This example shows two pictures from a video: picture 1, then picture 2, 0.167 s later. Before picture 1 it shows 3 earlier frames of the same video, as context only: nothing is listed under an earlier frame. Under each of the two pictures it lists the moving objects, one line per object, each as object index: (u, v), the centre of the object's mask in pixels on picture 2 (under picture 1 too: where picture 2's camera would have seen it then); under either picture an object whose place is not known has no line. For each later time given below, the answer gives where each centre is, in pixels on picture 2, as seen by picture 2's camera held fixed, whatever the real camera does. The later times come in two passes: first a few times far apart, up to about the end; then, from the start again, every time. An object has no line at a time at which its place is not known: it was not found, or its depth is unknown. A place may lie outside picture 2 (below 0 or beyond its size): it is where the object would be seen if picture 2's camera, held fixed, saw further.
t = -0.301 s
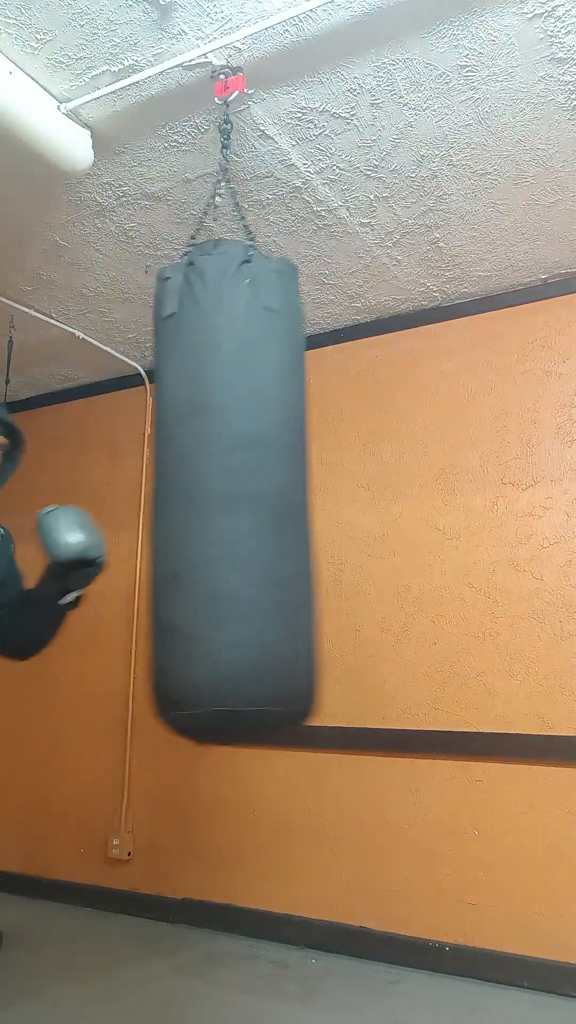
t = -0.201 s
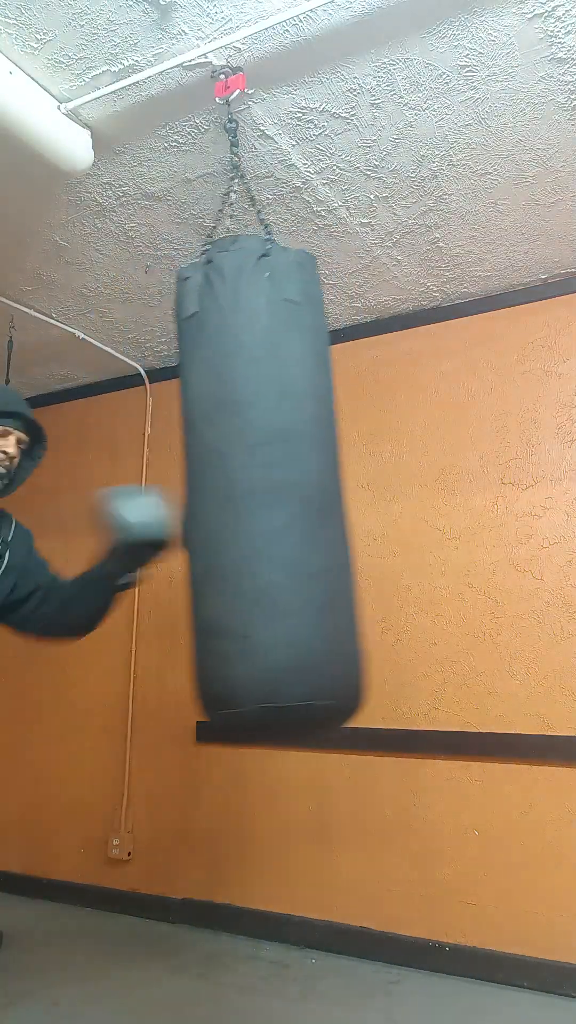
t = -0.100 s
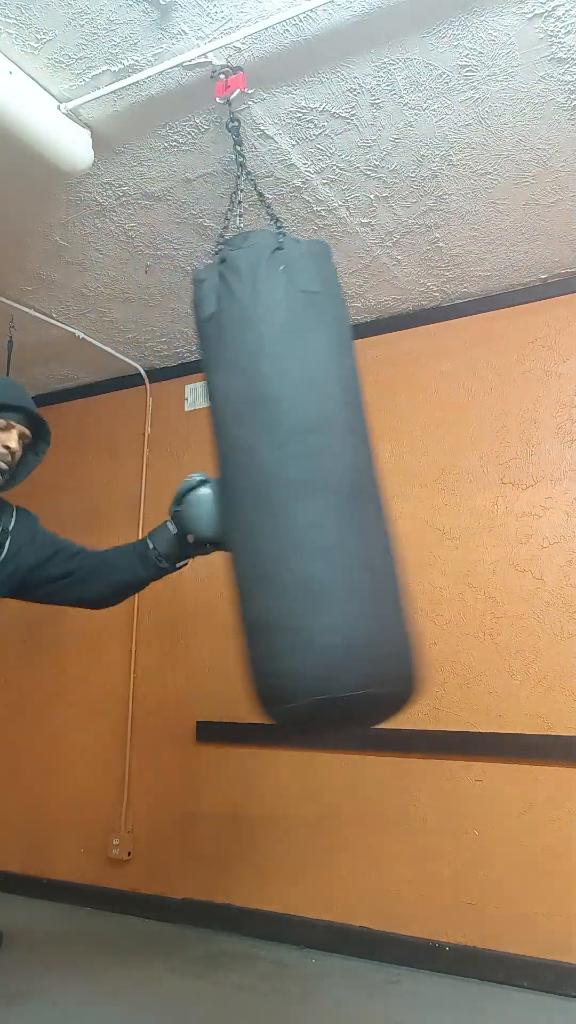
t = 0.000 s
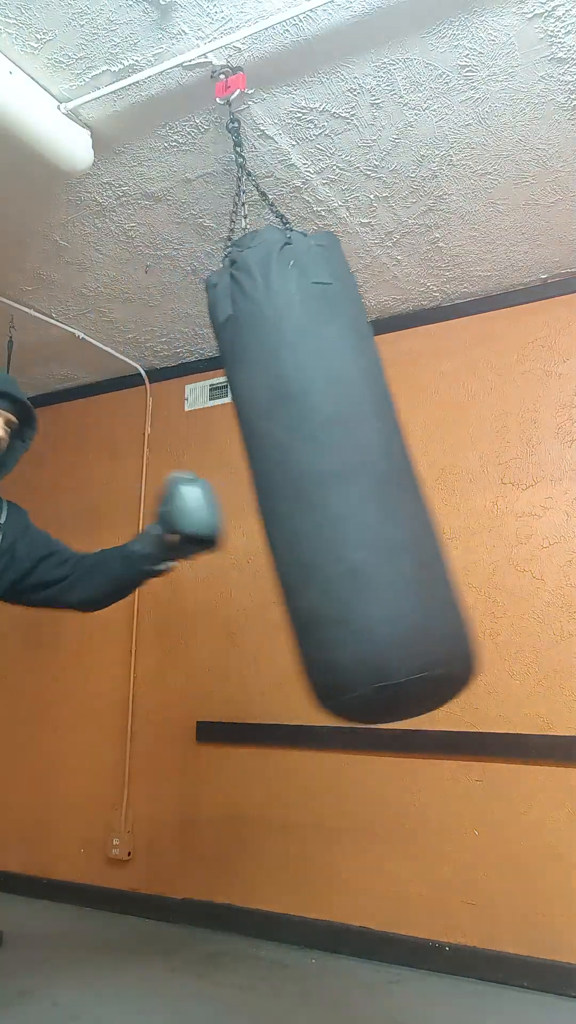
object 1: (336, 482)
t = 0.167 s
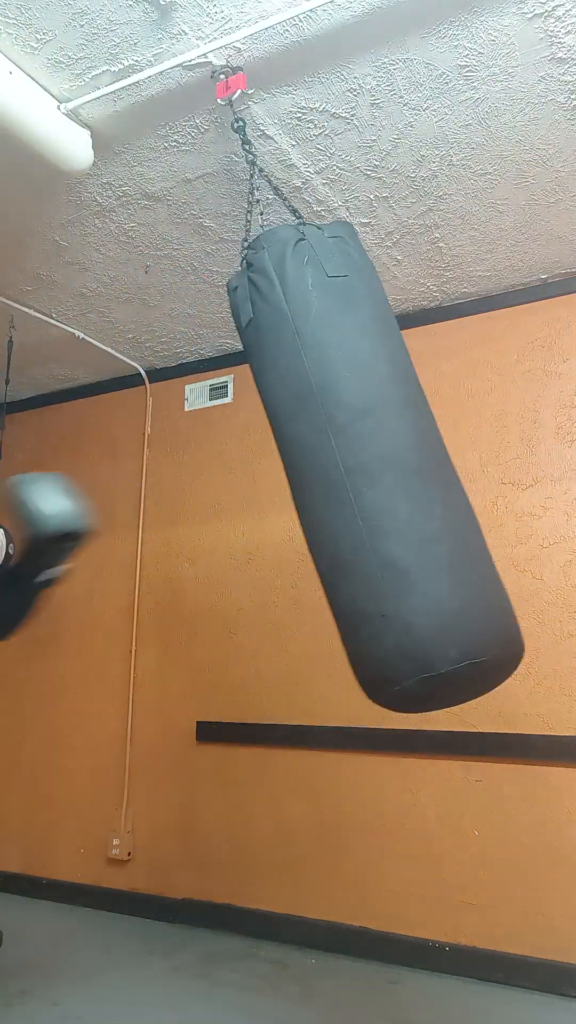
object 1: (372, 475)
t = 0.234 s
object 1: (375, 475)
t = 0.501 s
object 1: (333, 488)
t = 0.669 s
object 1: (274, 498)
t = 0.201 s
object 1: (374, 475)
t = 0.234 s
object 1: (375, 475)
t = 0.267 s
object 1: (374, 476)
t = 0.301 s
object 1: (372, 476)
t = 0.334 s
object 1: (368, 477)
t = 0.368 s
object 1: (364, 478)
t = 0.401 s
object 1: (358, 480)
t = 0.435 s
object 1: (351, 482)
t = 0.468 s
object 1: (342, 484)
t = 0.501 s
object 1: (333, 488)
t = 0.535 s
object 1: (323, 491)
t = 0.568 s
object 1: (312, 493)
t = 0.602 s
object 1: (300, 495)
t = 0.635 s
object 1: (287, 497)
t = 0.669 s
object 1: (274, 498)
